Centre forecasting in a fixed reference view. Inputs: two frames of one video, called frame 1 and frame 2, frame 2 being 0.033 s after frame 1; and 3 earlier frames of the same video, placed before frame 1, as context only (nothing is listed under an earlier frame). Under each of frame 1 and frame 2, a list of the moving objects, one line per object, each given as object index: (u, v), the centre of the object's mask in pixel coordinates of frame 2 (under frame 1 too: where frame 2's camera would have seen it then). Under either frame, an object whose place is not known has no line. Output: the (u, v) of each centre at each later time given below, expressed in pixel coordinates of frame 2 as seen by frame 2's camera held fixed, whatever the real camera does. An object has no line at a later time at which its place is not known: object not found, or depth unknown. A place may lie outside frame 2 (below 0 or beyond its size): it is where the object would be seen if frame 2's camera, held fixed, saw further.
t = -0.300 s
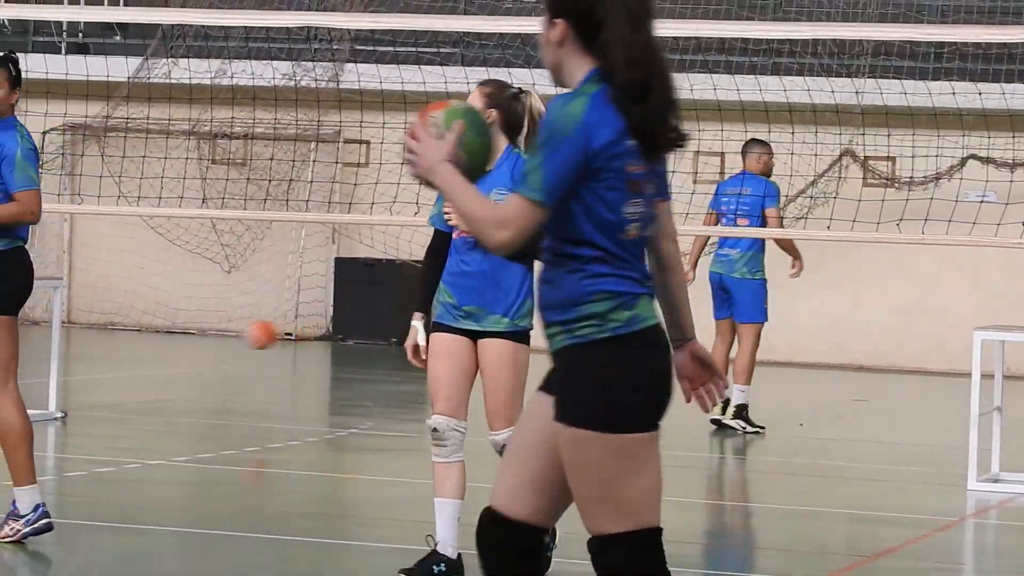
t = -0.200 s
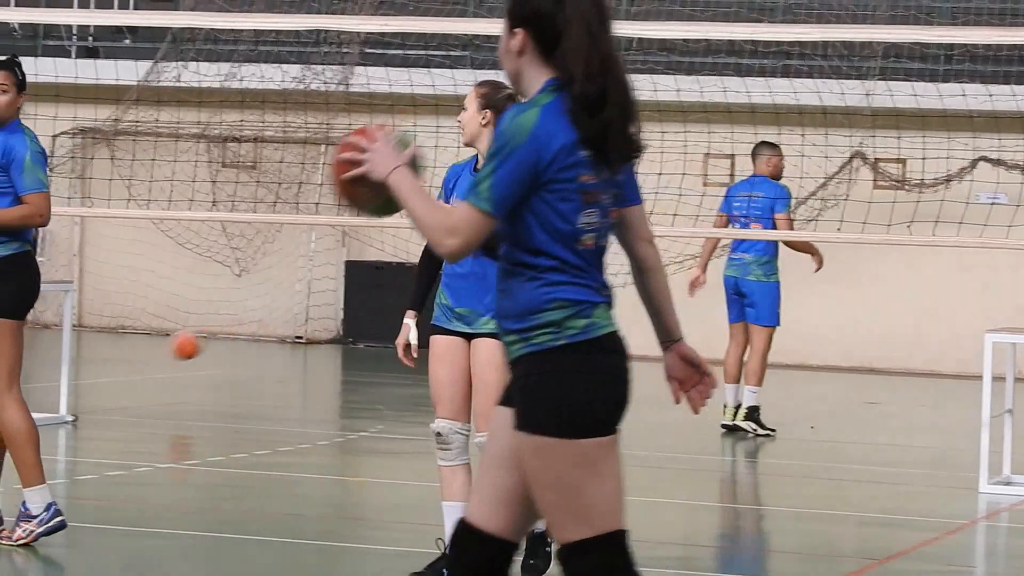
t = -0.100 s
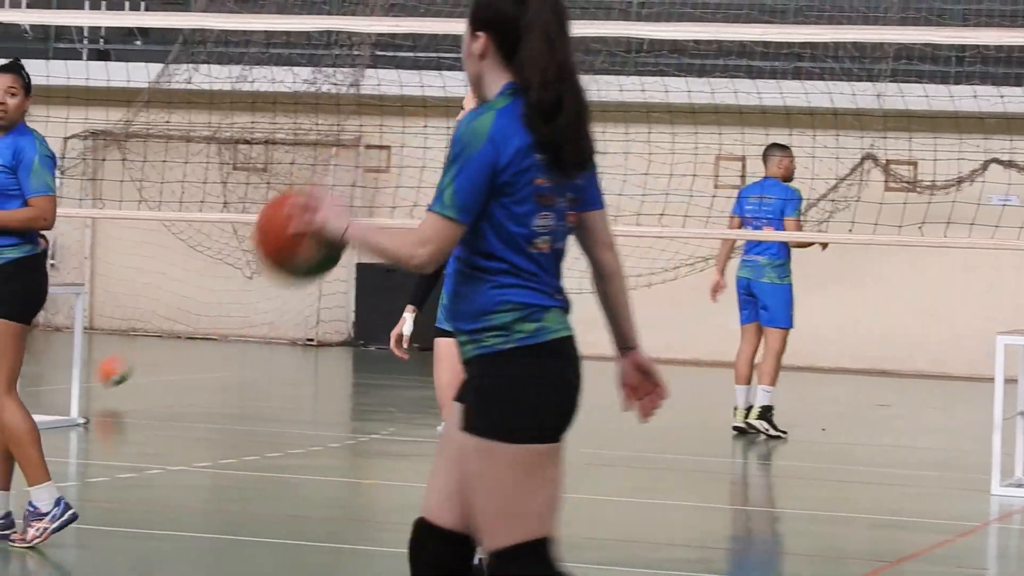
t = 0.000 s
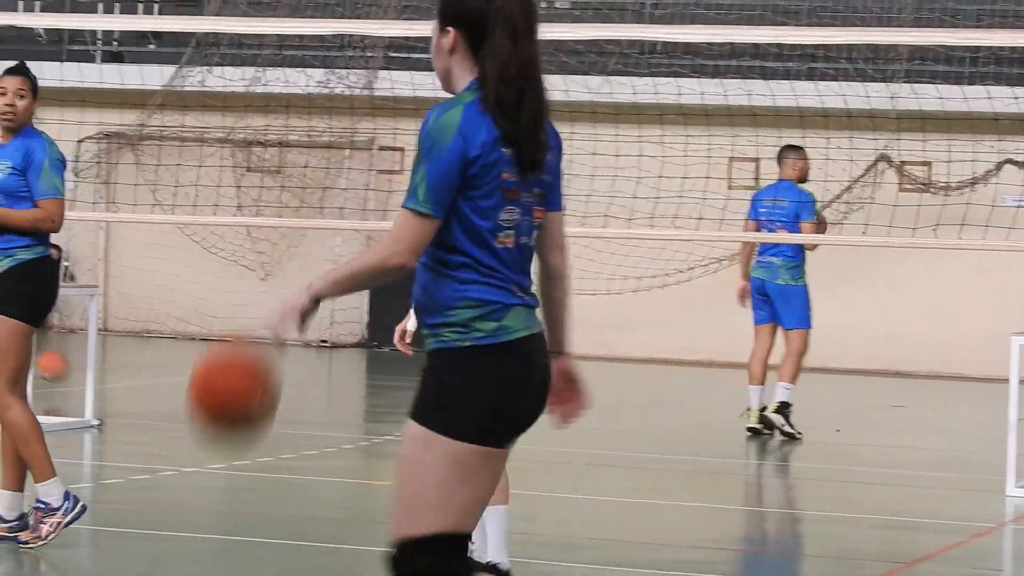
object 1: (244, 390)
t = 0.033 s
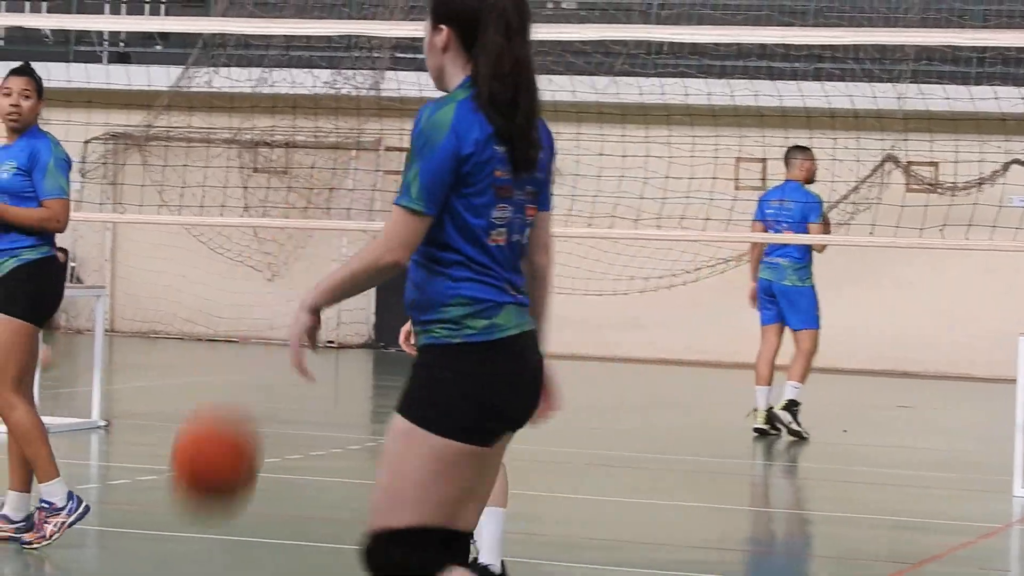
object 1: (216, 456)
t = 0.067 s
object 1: (185, 529)
